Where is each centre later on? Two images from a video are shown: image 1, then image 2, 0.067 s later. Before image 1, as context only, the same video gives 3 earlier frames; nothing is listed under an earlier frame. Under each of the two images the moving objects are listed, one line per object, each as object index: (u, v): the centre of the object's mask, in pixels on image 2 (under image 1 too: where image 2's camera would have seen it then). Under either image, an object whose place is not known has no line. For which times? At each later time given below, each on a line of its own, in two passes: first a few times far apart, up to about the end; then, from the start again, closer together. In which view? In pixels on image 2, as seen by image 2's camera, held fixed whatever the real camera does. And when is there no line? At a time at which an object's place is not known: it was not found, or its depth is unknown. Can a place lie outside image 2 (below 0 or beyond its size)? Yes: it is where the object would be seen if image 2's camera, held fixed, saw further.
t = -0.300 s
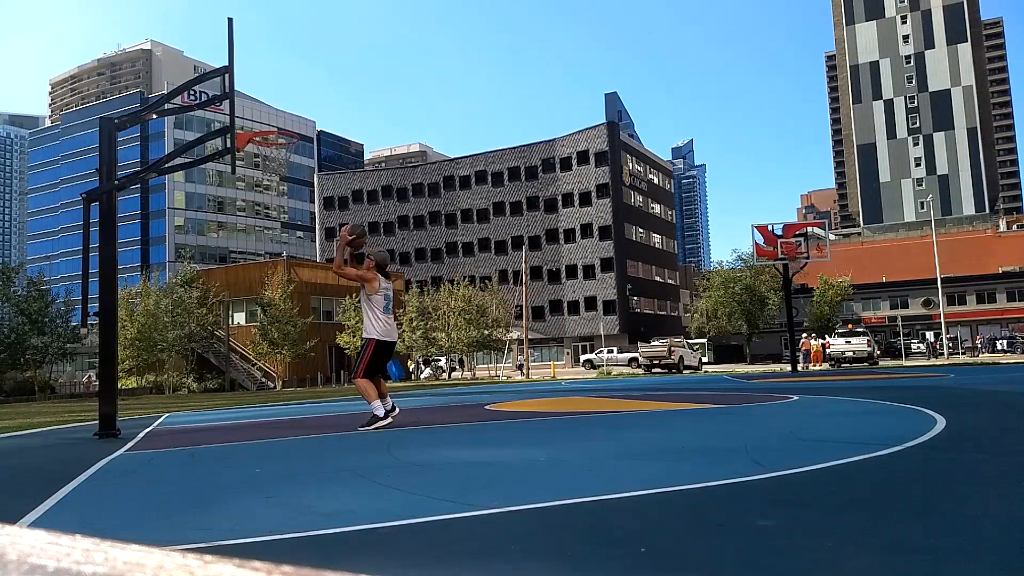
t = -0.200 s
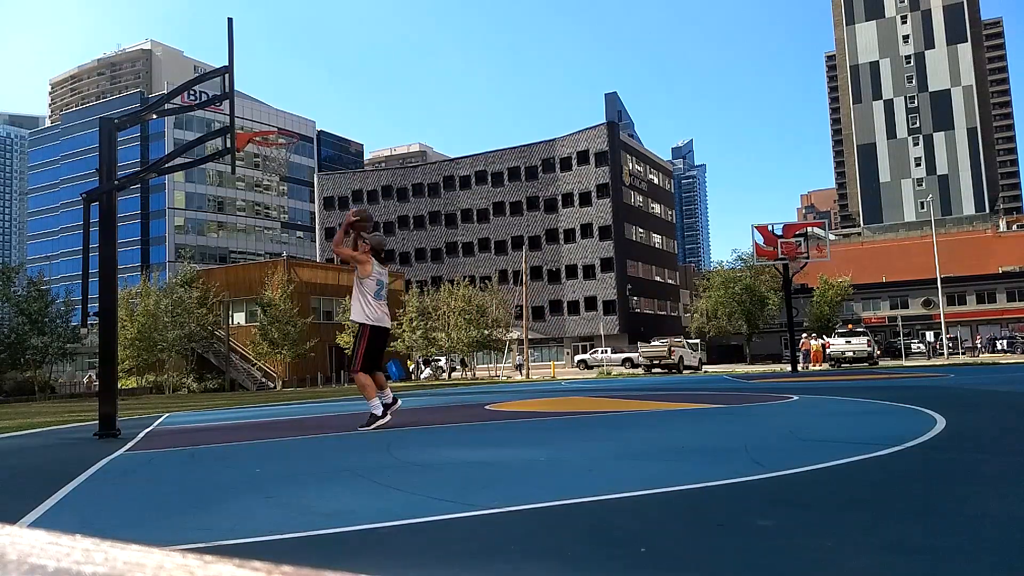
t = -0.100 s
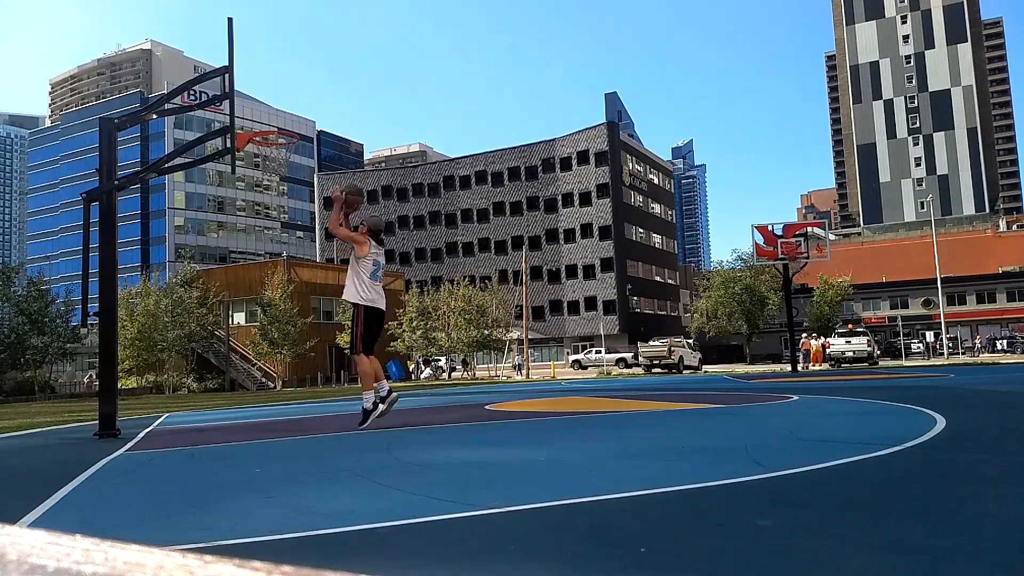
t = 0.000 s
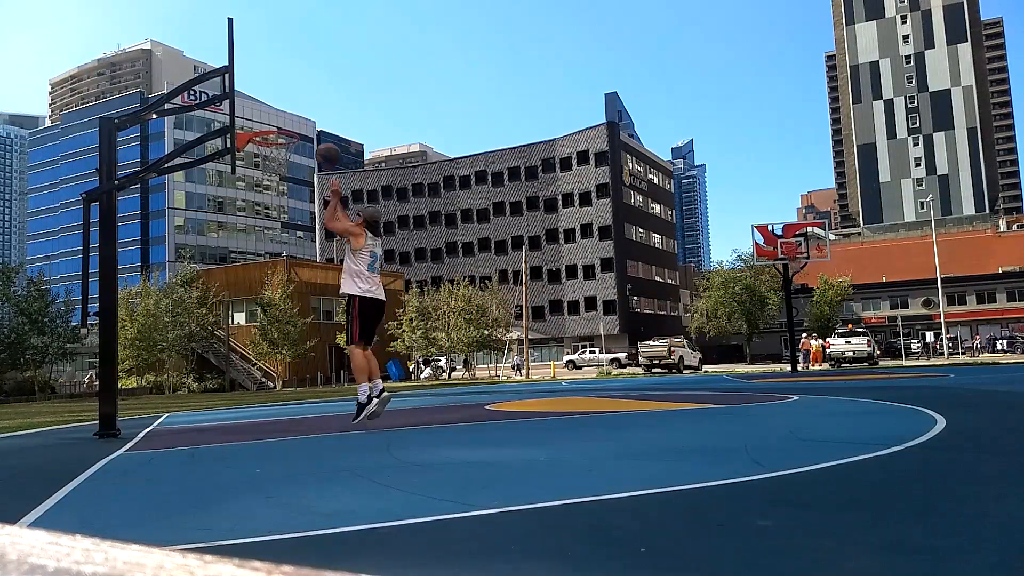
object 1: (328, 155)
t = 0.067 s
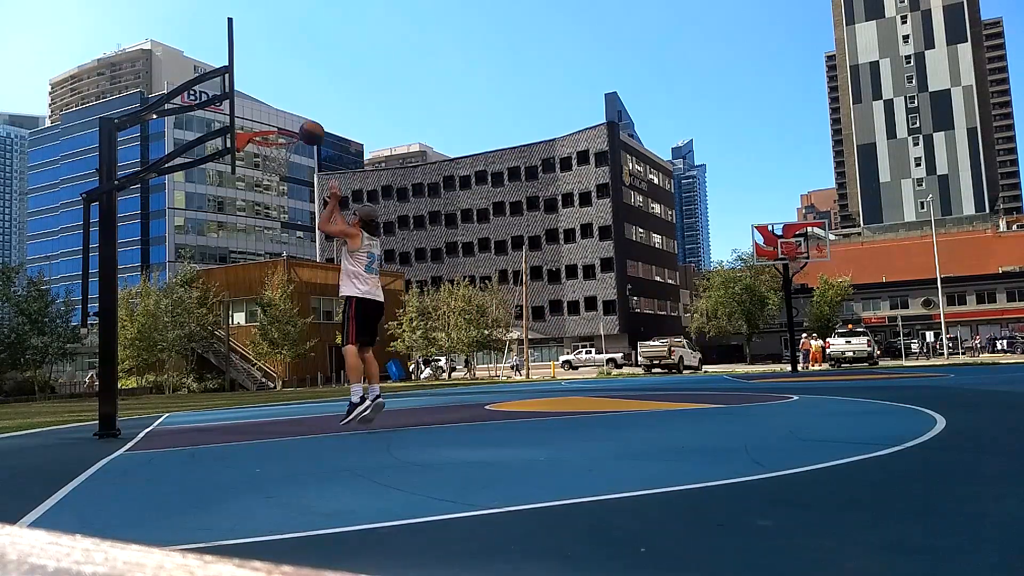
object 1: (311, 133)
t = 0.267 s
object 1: (266, 94)
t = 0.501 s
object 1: (267, 103)
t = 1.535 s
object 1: (273, 183)
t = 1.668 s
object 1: (272, 217)
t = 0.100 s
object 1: (304, 124)
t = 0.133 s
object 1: (296, 116)
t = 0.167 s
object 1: (288, 108)
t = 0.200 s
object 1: (281, 103)
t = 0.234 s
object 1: (273, 98)
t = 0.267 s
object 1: (266, 94)
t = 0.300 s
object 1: (259, 92)
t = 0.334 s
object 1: (252, 91)
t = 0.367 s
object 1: (246, 90)
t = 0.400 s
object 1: (251, 92)
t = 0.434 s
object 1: (256, 95)
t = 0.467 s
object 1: (261, 99)
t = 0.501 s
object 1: (267, 103)
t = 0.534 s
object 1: (272, 109)
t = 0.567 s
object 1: (277, 116)
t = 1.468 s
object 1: (273, 169)
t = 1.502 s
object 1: (273, 177)
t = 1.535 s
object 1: (273, 183)
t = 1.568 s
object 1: (273, 186)
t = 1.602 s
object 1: (272, 198)
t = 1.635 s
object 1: (272, 207)
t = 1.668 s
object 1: (272, 217)
